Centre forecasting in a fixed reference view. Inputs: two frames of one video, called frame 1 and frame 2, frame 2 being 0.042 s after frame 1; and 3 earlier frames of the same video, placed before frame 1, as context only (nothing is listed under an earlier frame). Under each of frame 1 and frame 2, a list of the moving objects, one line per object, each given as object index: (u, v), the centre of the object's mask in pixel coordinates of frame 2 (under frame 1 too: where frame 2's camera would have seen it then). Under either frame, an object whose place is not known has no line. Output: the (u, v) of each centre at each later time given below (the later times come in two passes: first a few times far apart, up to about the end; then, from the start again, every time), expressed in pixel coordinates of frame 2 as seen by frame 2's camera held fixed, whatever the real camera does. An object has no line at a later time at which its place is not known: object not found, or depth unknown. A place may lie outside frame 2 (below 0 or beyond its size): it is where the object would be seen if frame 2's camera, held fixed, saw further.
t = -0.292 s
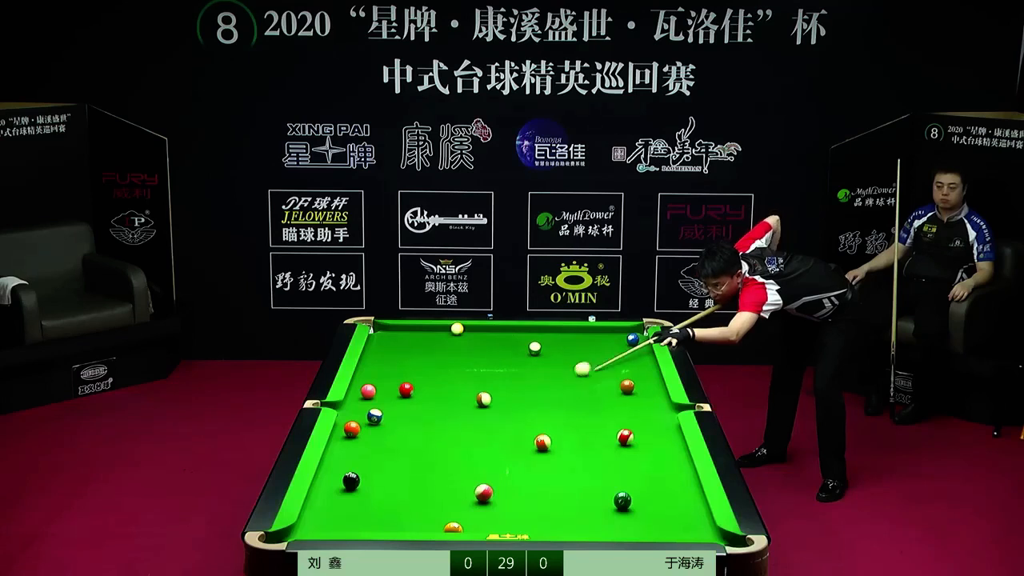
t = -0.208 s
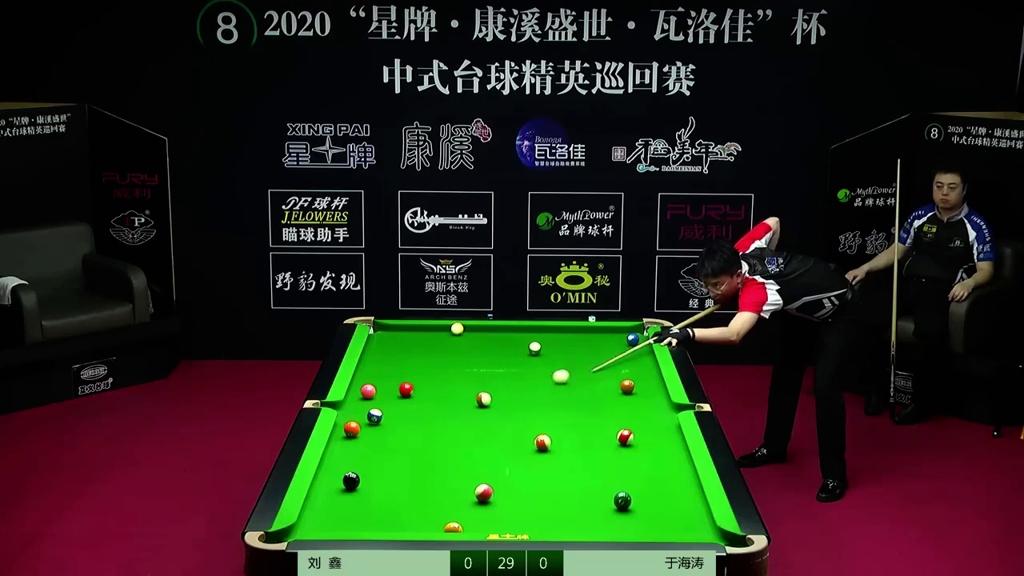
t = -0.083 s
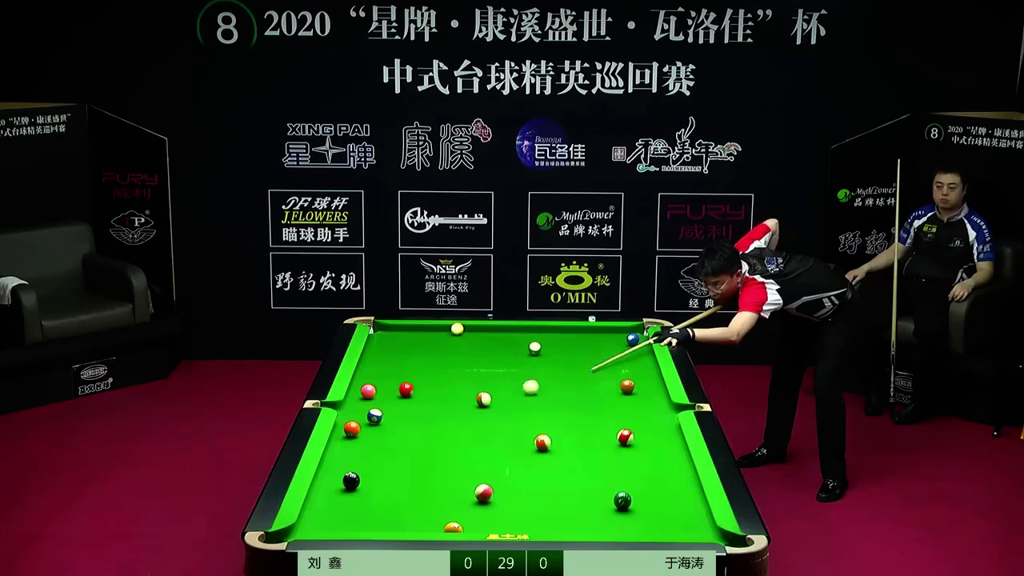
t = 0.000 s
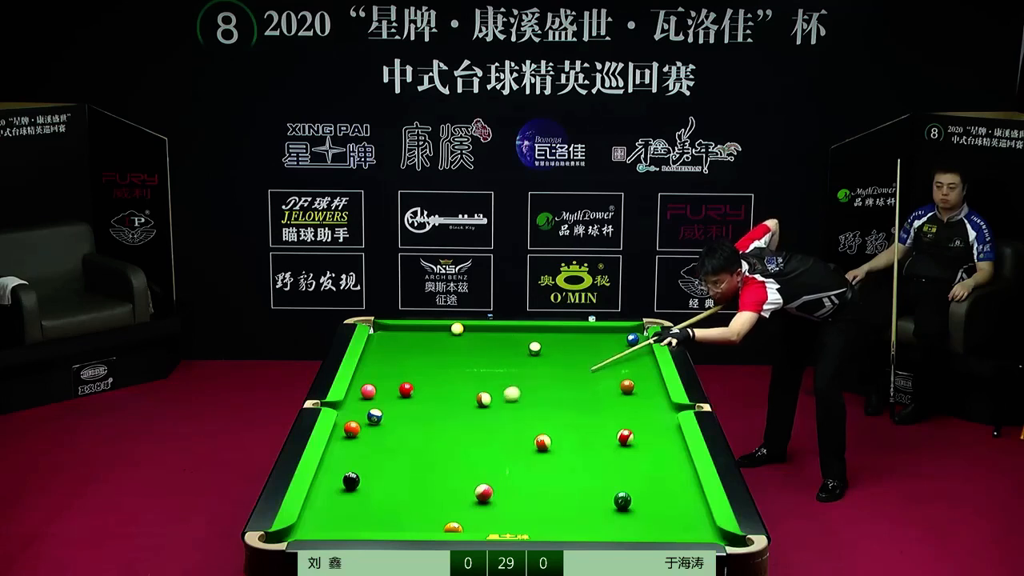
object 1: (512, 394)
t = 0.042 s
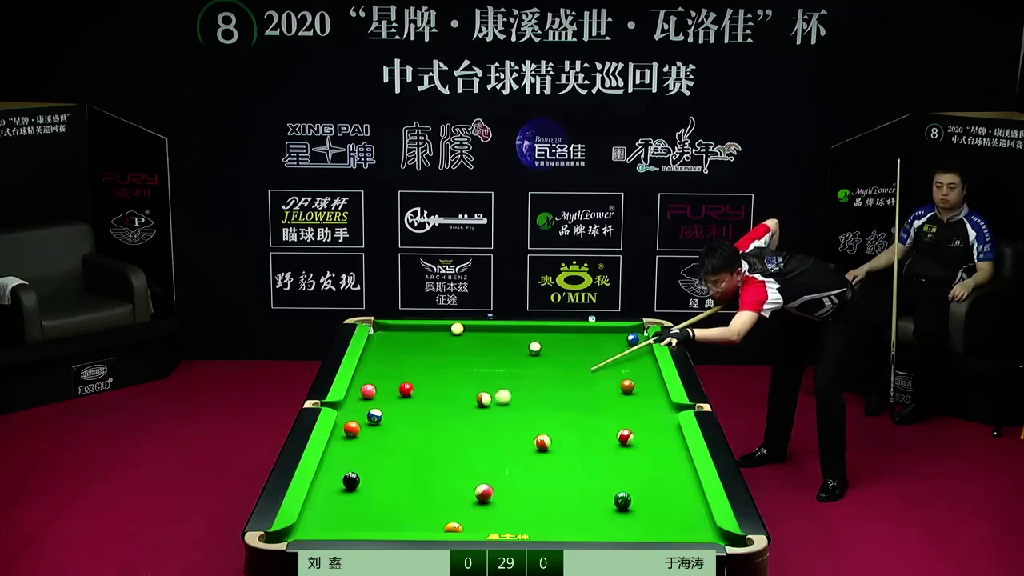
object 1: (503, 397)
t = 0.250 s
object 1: (500, 409)
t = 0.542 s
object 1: (504, 423)
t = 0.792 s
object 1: (507, 437)
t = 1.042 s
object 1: (510, 449)
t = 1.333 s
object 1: (514, 464)
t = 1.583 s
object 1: (517, 477)
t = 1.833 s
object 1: (522, 493)
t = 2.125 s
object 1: (526, 508)
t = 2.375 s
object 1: (529, 521)
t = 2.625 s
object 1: (533, 528)
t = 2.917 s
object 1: (535, 523)
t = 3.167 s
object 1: (536, 517)
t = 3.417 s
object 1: (537, 511)
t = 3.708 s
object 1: (538, 503)
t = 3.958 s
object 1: (538, 499)
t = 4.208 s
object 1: (538, 495)
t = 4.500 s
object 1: (538, 491)
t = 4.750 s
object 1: (538, 489)
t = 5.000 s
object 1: (538, 487)
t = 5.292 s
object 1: (538, 486)
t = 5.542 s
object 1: (538, 485)
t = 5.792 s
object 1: (537, 485)
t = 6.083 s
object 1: (537, 485)
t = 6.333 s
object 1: (537, 485)
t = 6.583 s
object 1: (537, 485)
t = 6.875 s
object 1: (537, 485)
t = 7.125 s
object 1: (537, 485)
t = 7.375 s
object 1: (537, 484)
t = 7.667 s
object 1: (537, 484)
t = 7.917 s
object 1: (537, 484)
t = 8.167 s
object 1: (537, 484)
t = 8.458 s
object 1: (537, 484)
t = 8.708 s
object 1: (537, 484)
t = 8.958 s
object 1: (537, 484)
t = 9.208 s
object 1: (537, 484)
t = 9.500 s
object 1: (537, 484)
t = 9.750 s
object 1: (537, 484)
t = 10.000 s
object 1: (537, 485)
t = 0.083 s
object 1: (498, 400)
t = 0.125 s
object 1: (499, 403)
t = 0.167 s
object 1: (500, 405)
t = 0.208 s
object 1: (500, 407)
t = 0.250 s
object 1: (500, 409)
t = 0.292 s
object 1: (501, 411)
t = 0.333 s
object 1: (501, 413)
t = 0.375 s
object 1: (502, 414)
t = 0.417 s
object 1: (503, 416)
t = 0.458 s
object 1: (503, 419)
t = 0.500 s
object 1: (503, 421)
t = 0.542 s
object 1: (504, 423)
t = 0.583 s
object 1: (504, 424)
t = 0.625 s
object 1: (505, 429)
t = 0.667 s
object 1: (506, 431)
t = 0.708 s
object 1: (506, 433)
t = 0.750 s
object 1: (507, 435)
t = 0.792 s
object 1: (507, 437)
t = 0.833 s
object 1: (508, 439)
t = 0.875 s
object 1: (509, 441)
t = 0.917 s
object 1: (509, 443)
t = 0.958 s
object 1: (509, 445)
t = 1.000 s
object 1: (510, 448)
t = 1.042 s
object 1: (510, 449)
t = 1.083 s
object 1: (511, 451)
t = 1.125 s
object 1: (512, 454)
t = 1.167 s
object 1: (512, 456)
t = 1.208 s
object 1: (513, 458)
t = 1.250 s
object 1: (513, 460)
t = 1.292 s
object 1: (514, 462)
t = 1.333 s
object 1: (514, 464)
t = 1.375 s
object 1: (515, 466)
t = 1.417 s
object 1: (515, 469)
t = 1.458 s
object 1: (516, 471)
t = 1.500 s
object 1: (517, 473)
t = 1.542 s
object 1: (517, 475)
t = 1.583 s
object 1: (517, 477)
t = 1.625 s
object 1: (519, 481)
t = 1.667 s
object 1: (520, 484)
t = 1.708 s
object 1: (520, 486)
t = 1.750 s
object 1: (520, 488)
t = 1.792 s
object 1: (521, 490)
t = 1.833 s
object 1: (522, 493)
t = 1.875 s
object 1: (522, 495)
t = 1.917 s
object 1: (522, 497)
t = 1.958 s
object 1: (523, 499)
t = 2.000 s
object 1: (524, 501)
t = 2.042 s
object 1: (525, 504)
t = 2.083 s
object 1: (525, 506)
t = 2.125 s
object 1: (526, 508)
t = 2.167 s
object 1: (526, 510)
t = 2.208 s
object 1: (527, 512)
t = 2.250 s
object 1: (527, 515)
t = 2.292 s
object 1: (528, 517)
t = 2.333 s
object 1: (529, 519)
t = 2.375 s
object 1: (529, 521)
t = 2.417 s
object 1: (530, 522)
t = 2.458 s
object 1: (530, 523)
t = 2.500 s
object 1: (531, 525)
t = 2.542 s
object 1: (531, 526)
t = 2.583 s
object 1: (532, 527)
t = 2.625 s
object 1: (533, 528)
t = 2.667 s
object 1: (533, 527)
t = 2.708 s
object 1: (533, 527)
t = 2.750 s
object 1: (534, 526)
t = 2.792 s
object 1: (534, 525)
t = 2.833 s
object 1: (534, 524)
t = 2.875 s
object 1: (534, 524)
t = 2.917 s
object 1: (535, 523)
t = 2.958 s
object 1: (535, 523)
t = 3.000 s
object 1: (535, 522)
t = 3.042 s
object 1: (535, 521)
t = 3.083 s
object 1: (535, 520)
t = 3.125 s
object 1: (536, 518)
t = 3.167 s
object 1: (536, 517)
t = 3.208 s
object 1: (536, 516)
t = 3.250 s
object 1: (536, 515)
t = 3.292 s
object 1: (536, 514)
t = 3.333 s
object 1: (537, 513)
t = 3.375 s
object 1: (537, 512)
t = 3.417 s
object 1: (537, 511)
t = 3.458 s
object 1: (537, 509)
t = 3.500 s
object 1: (537, 509)
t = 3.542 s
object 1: (537, 508)
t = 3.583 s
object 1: (538, 507)
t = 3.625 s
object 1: (538, 505)
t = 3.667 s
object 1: (538, 504)
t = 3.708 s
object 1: (538, 503)
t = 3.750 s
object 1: (538, 503)
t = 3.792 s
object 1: (538, 502)
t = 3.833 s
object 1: (538, 501)
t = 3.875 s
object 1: (538, 501)
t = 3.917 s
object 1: (538, 500)
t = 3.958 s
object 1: (538, 499)
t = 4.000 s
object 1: (538, 498)
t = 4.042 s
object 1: (538, 497)
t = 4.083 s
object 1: (538, 497)
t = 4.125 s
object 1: (538, 497)
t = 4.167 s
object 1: (538, 496)
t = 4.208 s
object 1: (538, 495)
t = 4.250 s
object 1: (538, 494)
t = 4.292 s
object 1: (538, 494)
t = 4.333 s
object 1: (538, 493)
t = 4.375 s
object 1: (538, 493)
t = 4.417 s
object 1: (538, 492)
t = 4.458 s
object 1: (538, 492)
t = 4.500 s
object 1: (538, 491)
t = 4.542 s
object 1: (538, 491)
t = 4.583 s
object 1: (538, 490)
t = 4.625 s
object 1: (538, 490)
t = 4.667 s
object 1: (538, 489)
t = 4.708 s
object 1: (538, 489)
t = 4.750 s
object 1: (538, 489)
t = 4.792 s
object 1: (538, 488)
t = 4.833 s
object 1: (538, 488)
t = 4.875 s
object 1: (538, 488)
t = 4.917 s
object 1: (538, 487)
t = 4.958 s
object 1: (538, 487)
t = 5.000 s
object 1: (538, 487)
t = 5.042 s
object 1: (538, 487)
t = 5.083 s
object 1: (538, 487)
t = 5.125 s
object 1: (538, 487)
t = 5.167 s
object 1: (538, 486)
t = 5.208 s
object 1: (538, 486)
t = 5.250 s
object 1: (538, 486)
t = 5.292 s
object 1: (538, 486)
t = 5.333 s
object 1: (538, 486)
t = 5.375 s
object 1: (538, 486)
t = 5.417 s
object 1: (537, 485)
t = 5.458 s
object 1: (538, 485)
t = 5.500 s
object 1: (537, 485)
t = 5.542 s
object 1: (538, 485)
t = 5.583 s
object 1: (537, 485)
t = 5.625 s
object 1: (537, 485)
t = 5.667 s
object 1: (537, 485)
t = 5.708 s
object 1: (537, 485)
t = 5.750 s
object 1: (537, 485)
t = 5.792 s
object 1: (537, 485)
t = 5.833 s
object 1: (537, 485)
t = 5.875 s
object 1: (537, 485)
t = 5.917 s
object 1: (537, 485)
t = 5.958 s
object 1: (537, 485)
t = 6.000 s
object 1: (537, 485)
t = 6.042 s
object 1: (537, 485)
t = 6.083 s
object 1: (537, 485)
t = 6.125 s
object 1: (537, 485)
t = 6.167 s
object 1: (537, 485)
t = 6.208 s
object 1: (537, 485)
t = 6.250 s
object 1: (537, 485)
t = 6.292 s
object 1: (537, 485)
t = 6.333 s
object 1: (537, 485)
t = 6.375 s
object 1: (537, 485)
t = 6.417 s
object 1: (537, 485)
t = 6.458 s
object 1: (537, 485)
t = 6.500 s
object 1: (537, 485)
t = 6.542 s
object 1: (537, 485)
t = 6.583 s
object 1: (537, 485)
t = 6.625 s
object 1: (537, 485)
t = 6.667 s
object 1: (537, 485)
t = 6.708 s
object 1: (537, 485)
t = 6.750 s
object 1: (537, 485)
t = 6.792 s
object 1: (537, 485)
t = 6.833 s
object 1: (537, 485)
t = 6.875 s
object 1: (537, 485)
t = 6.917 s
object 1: (537, 485)
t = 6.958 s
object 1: (537, 485)
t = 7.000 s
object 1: (538, 484)
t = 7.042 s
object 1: (537, 484)
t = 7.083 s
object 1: (537, 485)
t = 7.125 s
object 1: (537, 485)
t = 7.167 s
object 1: (537, 485)
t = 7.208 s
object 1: (537, 484)
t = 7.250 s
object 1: (537, 484)
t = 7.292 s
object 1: (537, 485)
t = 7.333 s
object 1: (537, 484)
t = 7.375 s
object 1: (537, 484)
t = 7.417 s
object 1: (537, 484)
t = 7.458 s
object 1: (537, 484)
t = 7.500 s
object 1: (537, 484)
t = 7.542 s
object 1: (537, 484)
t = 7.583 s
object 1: (537, 484)
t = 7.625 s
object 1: (537, 484)
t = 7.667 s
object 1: (537, 484)
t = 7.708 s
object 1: (537, 484)
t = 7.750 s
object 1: (537, 484)
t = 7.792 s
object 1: (537, 484)
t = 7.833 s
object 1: (537, 484)
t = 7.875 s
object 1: (537, 484)
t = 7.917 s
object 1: (537, 484)
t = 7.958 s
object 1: (537, 484)
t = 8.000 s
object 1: (537, 484)
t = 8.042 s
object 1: (537, 484)
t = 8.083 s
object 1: (537, 484)
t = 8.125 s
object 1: (537, 484)
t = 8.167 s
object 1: (537, 484)
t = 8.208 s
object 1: (537, 484)
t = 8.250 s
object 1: (537, 484)
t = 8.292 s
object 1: (537, 484)
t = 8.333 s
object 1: (537, 484)
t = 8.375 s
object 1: (537, 484)
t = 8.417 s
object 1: (537, 484)
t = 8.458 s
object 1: (537, 484)
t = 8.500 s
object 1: (537, 484)
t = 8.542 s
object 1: (537, 484)
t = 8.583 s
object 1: (537, 484)
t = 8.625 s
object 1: (537, 484)
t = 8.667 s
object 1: (537, 484)
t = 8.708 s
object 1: (537, 484)
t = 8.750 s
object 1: (537, 484)
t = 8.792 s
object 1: (537, 484)
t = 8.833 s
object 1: (537, 484)
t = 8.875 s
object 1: (537, 484)
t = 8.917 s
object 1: (537, 485)
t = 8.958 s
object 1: (537, 484)
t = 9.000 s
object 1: (537, 484)
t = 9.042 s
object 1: (537, 484)
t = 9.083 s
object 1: (537, 484)
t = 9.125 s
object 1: (537, 485)
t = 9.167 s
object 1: (537, 484)
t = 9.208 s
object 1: (537, 484)
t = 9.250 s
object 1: (537, 484)
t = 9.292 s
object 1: (537, 484)
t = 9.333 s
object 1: (537, 484)
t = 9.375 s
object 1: (537, 484)
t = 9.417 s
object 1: (537, 484)
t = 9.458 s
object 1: (537, 484)
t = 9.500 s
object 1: (537, 484)
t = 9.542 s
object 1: (537, 485)
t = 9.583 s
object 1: (537, 484)
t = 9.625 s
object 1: (537, 484)
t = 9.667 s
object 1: (537, 484)
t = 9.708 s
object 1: (537, 484)
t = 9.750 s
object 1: (537, 484)
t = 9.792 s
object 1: (537, 484)
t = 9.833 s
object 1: (537, 484)
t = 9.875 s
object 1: (537, 484)
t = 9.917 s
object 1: (537, 484)
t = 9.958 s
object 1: (537, 484)
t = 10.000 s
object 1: (537, 485)
